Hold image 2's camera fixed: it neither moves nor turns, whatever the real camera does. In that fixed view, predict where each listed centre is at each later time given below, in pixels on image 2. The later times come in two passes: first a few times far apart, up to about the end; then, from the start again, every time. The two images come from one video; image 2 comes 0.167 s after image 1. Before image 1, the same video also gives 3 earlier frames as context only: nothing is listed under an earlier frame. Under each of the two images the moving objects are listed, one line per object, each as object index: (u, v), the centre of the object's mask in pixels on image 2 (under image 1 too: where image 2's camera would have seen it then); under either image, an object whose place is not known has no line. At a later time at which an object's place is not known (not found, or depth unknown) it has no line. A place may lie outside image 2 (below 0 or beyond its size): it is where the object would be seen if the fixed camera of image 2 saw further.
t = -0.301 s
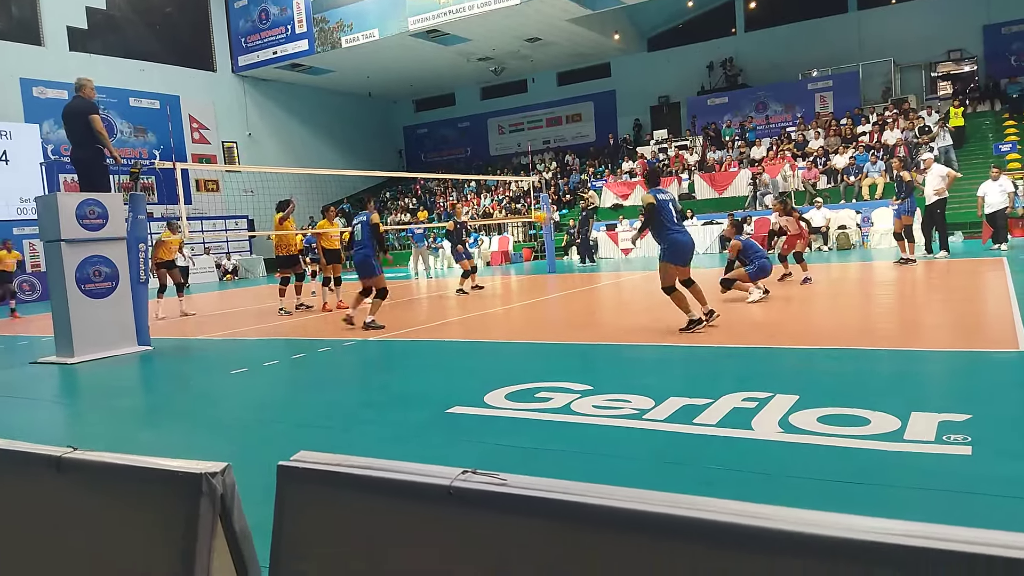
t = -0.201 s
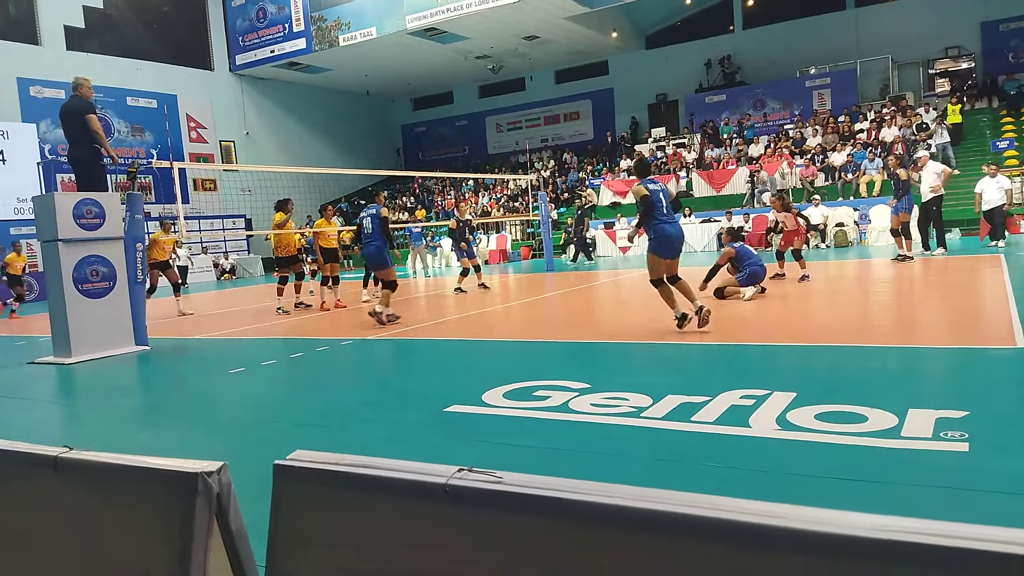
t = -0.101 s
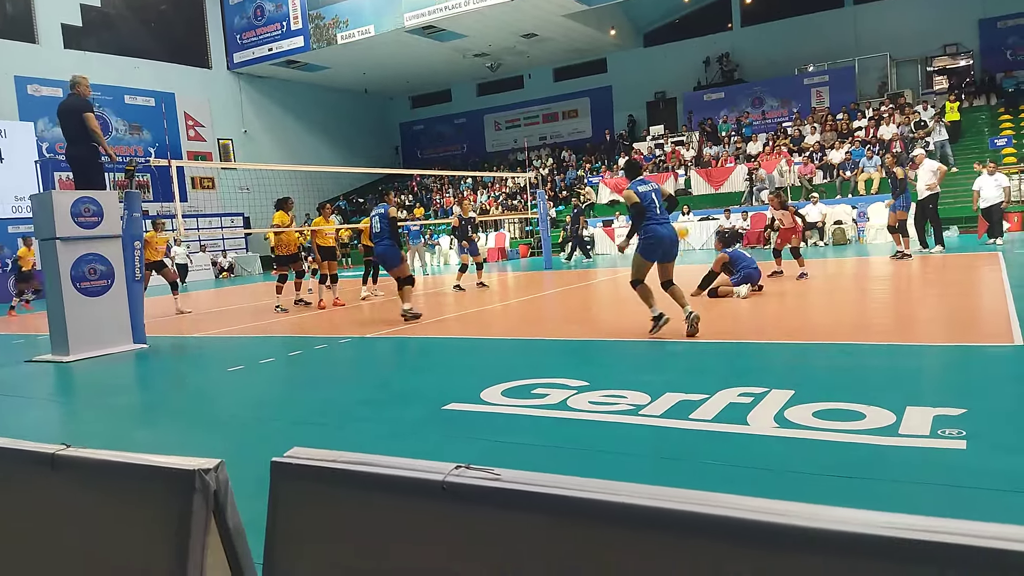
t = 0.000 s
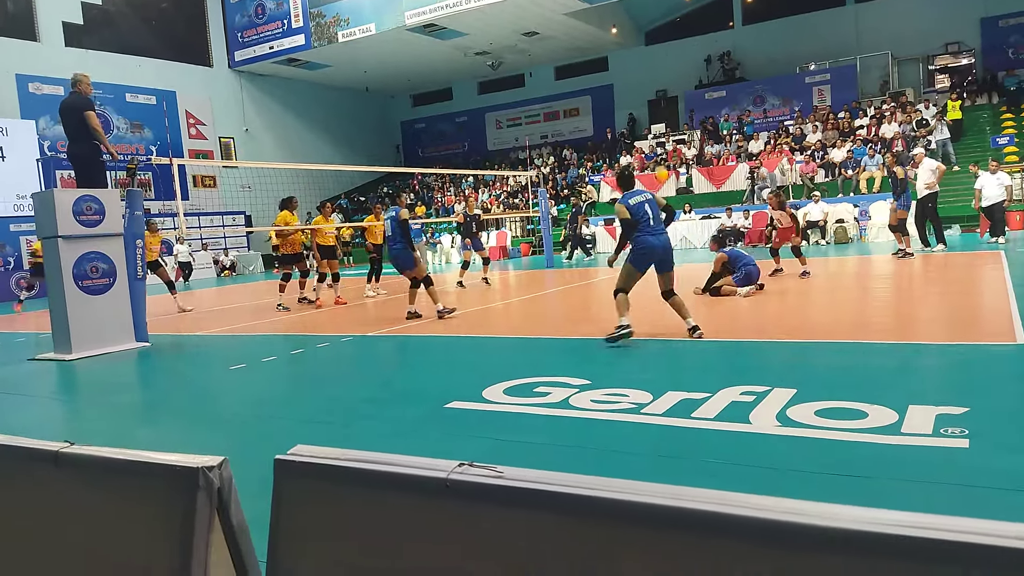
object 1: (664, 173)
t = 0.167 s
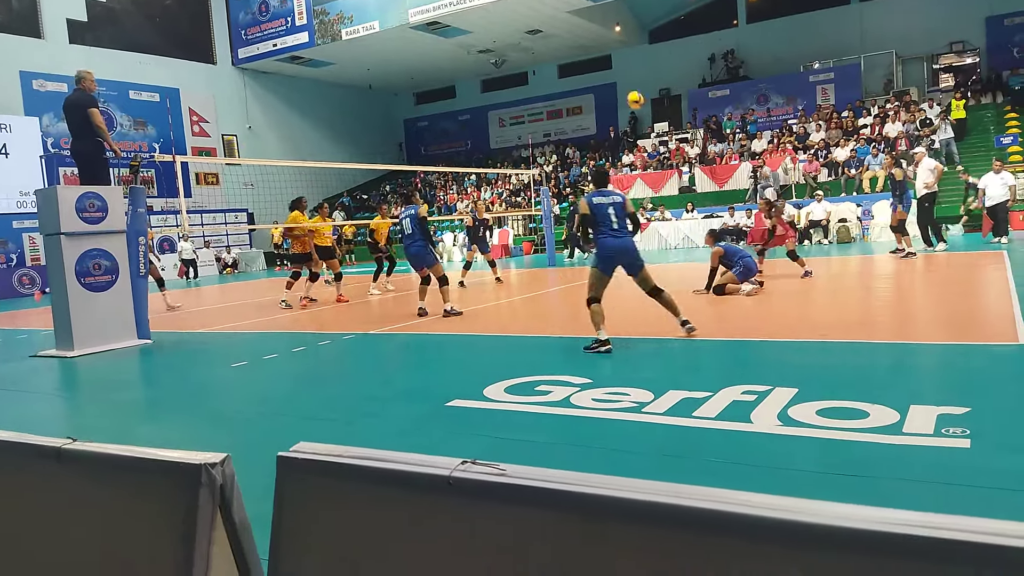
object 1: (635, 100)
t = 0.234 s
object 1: (625, 77)
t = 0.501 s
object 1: (589, 19)
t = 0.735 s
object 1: (564, 11)
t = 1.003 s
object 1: (541, 45)
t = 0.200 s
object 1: (629, 88)
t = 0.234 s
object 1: (625, 77)
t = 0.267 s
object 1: (620, 67)
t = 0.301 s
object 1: (615, 57)
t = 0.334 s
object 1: (610, 49)
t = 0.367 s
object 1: (606, 42)
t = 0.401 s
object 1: (602, 35)
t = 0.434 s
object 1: (598, 28)
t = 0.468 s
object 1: (593, 24)
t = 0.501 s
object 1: (589, 19)
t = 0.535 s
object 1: (585, 15)
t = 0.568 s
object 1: (581, 13)
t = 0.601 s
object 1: (578, 11)
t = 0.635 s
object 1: (574, 10)
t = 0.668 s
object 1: (570, 10)
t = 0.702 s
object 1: (567, 10)
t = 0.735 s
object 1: (564, 11)
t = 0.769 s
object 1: (561, 13)
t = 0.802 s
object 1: (557, 16)
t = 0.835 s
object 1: (555, 19)
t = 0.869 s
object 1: (552, 23)
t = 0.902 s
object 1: (549, 27)
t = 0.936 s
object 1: (546, 32)
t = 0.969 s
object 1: (544, 39)
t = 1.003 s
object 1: (541, 45)
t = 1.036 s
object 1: (539, 53)
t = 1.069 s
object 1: (537, 60)
